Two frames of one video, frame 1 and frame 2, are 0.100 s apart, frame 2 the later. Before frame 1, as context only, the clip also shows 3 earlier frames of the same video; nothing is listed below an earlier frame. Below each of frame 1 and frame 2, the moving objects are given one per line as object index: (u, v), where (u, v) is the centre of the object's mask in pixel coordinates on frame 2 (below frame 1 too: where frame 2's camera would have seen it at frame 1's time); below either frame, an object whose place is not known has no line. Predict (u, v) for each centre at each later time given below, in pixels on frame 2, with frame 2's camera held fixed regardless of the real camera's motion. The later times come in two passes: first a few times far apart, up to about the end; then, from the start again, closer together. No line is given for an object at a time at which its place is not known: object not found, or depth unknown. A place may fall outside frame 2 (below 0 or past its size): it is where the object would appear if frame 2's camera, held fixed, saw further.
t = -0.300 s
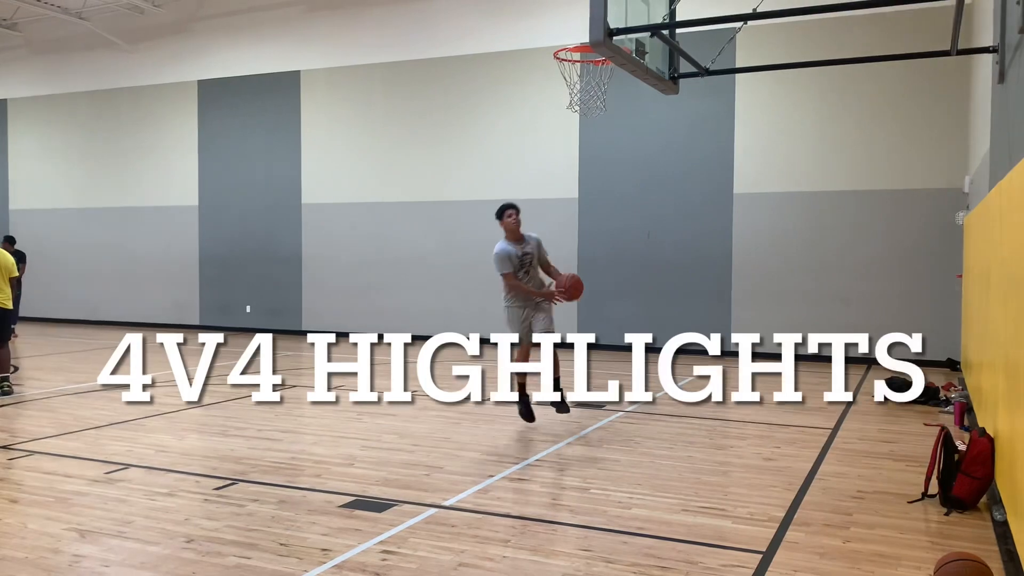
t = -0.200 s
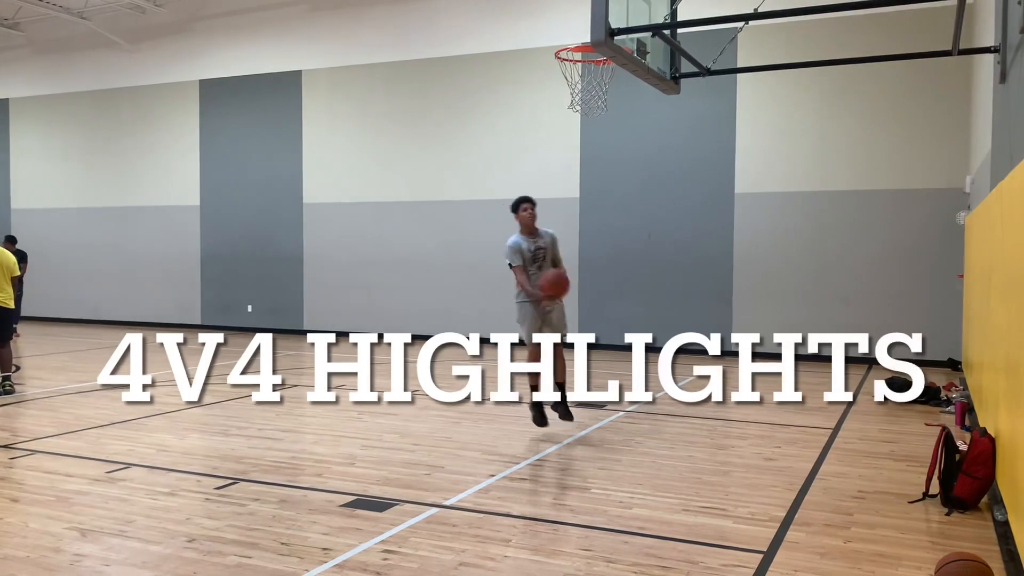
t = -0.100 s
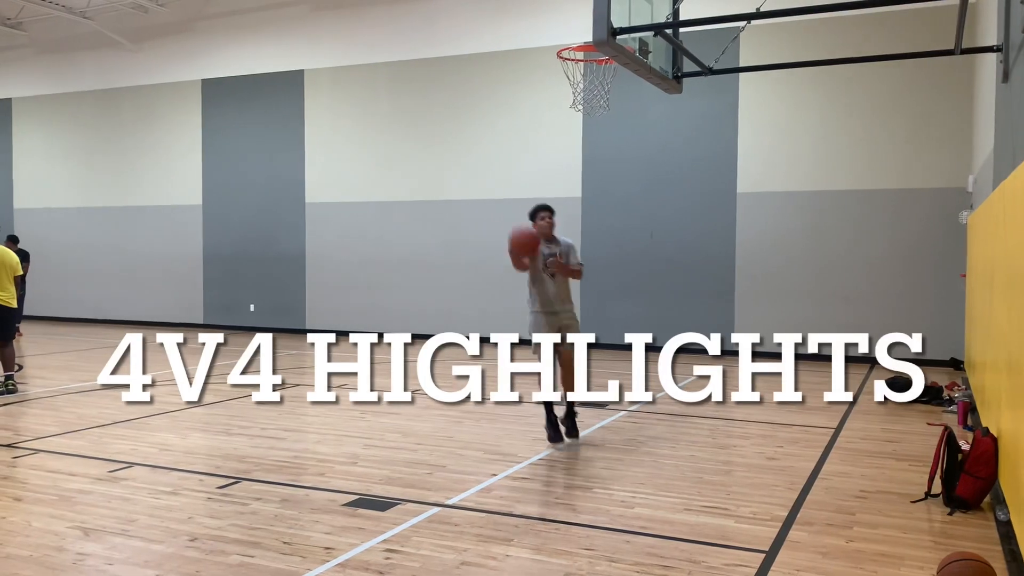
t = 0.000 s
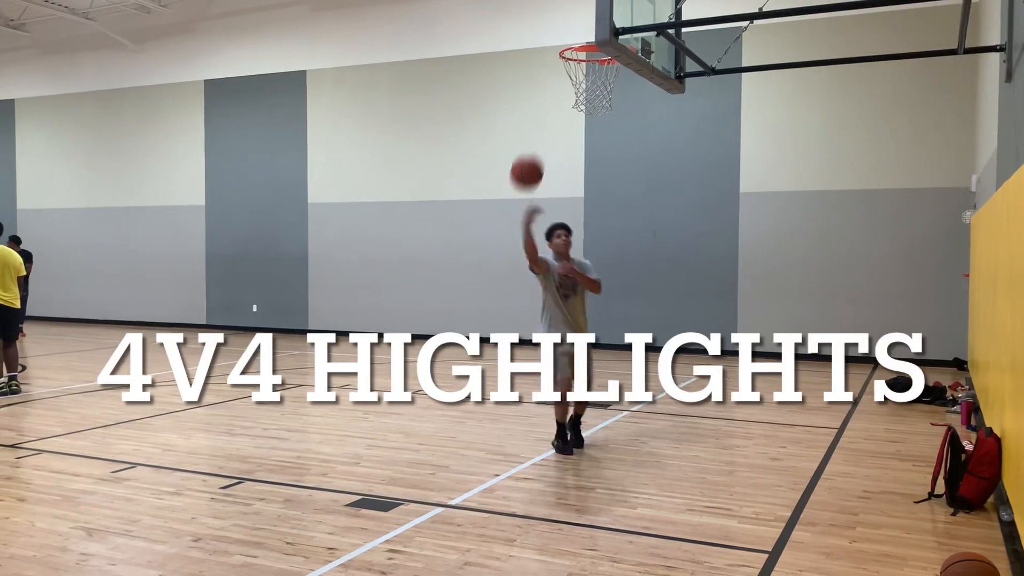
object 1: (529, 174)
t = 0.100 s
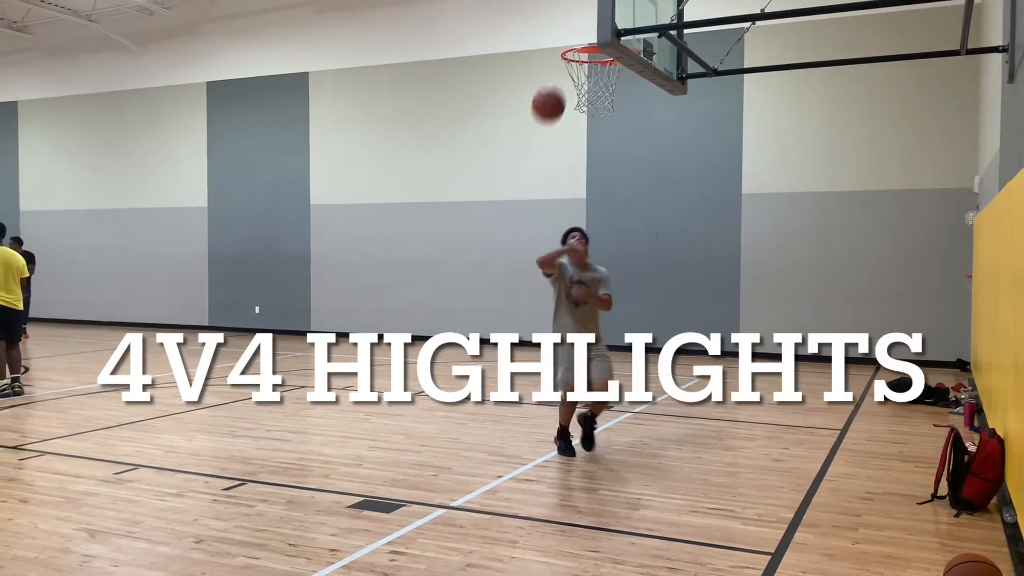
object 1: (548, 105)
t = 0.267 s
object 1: (580, 19)
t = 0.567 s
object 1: (594, -14)
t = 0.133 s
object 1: (554, 85)
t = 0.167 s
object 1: (561, 66)
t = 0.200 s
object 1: (567, 49)
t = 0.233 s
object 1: (574, 33)
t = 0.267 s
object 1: (580, 19)
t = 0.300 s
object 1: (584, 8)
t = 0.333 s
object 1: (587, 1)
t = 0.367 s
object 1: (591, -4)
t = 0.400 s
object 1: (594, -10)
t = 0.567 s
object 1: (594, -14)
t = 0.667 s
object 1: (589, 18)
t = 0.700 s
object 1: (587, 30)
